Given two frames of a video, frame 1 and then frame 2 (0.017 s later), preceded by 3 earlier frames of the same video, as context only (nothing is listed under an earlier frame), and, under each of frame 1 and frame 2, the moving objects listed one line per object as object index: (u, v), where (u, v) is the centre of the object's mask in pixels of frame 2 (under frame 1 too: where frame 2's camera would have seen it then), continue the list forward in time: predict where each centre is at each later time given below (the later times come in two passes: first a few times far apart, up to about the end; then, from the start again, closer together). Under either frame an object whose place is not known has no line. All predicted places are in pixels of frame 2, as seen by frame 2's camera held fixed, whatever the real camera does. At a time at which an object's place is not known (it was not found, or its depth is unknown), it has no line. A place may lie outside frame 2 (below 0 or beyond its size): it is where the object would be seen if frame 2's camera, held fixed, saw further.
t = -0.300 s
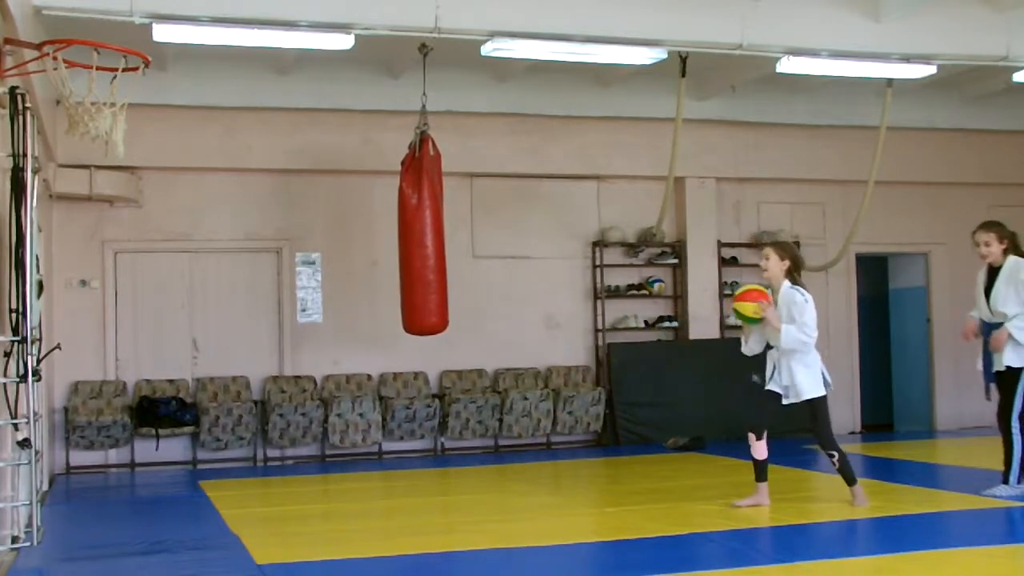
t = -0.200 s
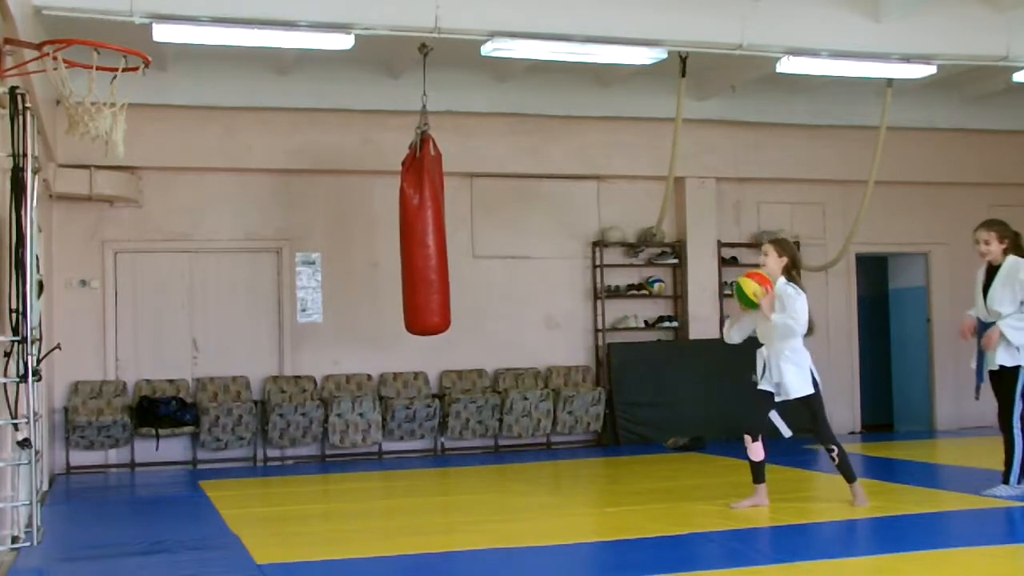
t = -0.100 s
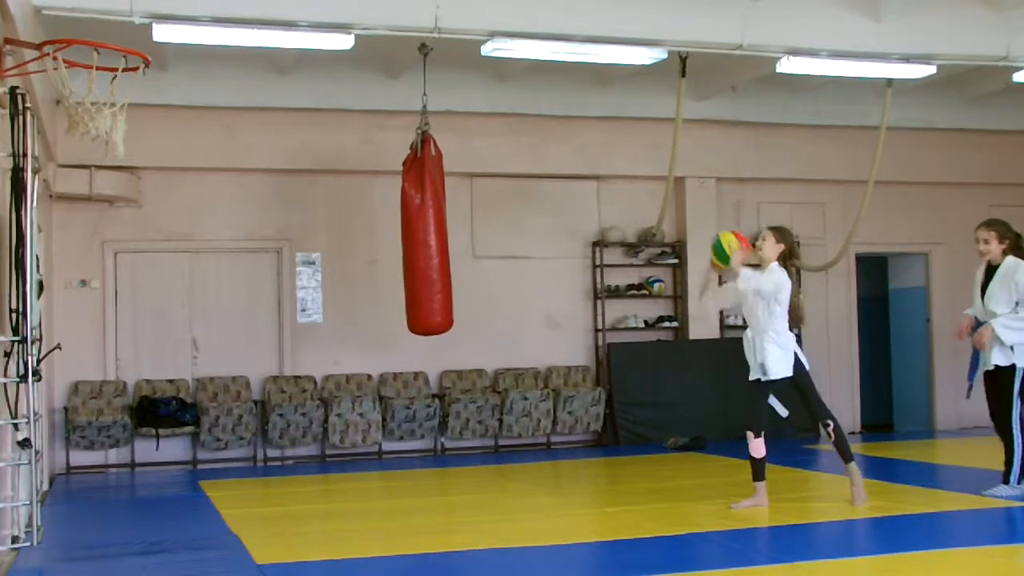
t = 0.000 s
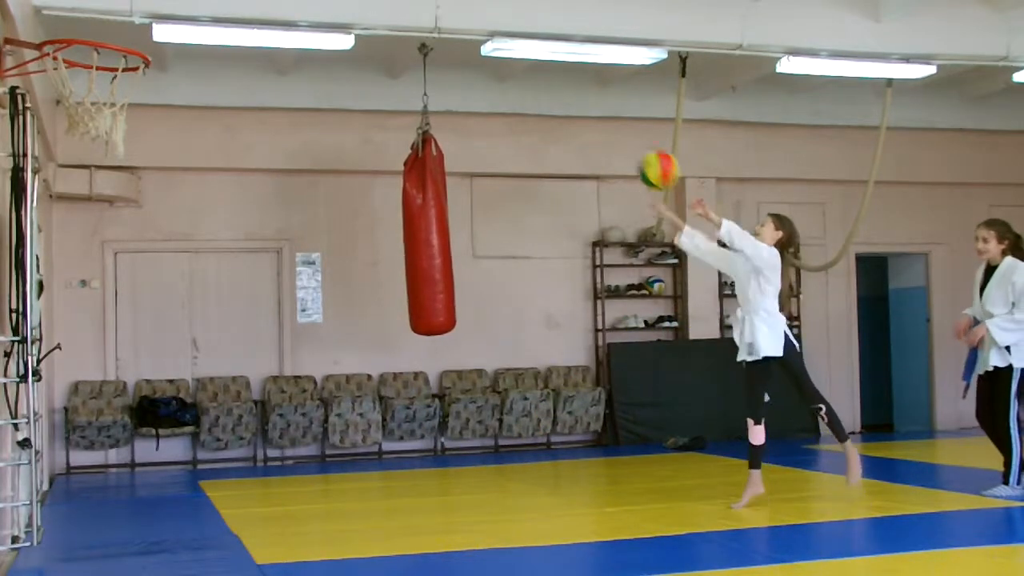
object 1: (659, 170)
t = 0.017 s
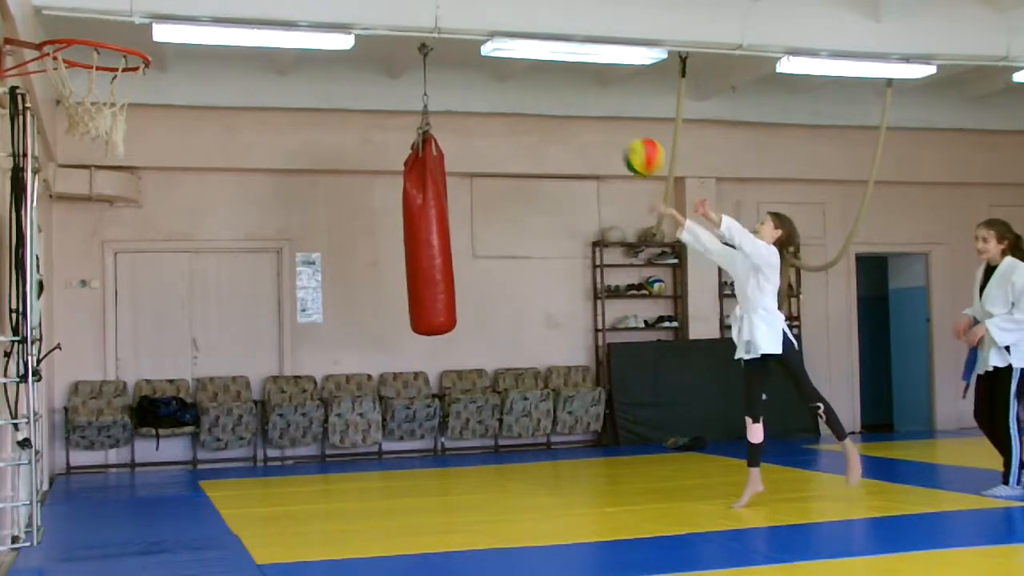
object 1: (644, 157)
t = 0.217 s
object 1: (474, 46)
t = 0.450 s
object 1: (273, 13)
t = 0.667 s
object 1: (76, 67)
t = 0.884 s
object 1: (61, 84)
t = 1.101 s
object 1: (107, 109)
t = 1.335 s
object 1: (116, 145)
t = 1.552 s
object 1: (111, 257)
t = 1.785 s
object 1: (111, 477)
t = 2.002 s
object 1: (105, 404)
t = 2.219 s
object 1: (98, 322)
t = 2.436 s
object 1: (93, 331)
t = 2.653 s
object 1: (88, 429)
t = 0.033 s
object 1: (630, 145)
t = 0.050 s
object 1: (617, 134)
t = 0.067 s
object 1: (602, 123)
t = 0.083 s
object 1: (588, 112)
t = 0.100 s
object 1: (574, 102)
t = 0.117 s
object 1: (559, 92)
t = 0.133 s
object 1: (545, 83)
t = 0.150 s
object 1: (531, 76)
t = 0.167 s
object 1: (517, 68)
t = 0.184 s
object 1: (503, 60)
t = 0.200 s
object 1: (488, 53)
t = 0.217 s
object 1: (474, 46)
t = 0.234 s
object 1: (461, 40)
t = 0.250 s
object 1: (445, 35)
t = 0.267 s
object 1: (430, 30)
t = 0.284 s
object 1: (417, 27)
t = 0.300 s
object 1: (402, 21)
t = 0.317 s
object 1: (388, 18)
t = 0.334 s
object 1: (374, 16)
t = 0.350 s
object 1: (360, 15)
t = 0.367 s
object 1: (346, 14)
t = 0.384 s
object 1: (332, 14)
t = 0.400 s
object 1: (317, 13)
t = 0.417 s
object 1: (302, 13)
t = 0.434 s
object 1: (287, 13)
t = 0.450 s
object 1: (273, 13)
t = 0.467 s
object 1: (257, 13)
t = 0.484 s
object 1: (243, 14)
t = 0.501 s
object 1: (228, 15)
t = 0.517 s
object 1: (213, 17)
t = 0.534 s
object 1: (198, 19)
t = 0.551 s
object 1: (182, 22)
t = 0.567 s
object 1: (167, 27)
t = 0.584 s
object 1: (152, 32)
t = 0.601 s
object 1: (139, 35)
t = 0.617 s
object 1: (124, 45)
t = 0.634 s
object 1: (107, 51)
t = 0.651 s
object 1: (92, 63)
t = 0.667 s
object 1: (76, 67)
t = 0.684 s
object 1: (64, 74)
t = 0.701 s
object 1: (58, 78)
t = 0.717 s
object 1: (55, 80)
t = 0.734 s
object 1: (55, 81)
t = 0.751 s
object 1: (54, 82)
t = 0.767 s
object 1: (54, 83)
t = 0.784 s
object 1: (55, 83)
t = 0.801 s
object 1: (55, 83)
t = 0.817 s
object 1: (56, 83)
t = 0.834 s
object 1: (56, 83)
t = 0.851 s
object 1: (58, 84)
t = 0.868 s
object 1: (61, 85)
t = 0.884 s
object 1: (61, 84)
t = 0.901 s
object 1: (64, 86)
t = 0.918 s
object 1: (66, 86)
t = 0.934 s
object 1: (68, 87)
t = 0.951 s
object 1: (72, 88)
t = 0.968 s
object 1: (76, 89)
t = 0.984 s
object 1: (79, 93)
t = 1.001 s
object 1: (82, 92)
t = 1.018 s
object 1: (84, 91)
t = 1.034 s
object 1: (90, 95)
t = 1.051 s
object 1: (94, 95)
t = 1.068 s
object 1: (99, 100)
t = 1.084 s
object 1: (104, 107)
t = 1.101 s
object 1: (107, 109)
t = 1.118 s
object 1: (110, 112)
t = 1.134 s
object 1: (113, 114)
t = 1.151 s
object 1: (114, 115)
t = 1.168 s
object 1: (115, 118)
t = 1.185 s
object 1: (117, 120)
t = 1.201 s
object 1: (119, 121)
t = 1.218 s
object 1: (119, 122)
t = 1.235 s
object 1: (118, 124)
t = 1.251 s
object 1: (118, 126)
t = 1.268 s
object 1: (117, 130)
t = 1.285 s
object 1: (117, 133)
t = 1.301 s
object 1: (116, 136)
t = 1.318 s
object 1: (116, 140)
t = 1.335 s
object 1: (116, 145)
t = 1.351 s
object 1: (115, 151)
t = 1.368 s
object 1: (115, 157)
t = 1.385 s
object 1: (115, 163)
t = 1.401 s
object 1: (115, 170)
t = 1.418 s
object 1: (114, 178)
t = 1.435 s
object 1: (113, 185)
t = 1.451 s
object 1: (114, 194)
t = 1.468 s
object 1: (113, 202)
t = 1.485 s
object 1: (112, 213)
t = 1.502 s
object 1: (112, 223)
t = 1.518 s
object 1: (112, 233)
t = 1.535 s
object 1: (112, 244)
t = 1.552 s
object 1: (111, 257)
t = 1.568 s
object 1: (111, 269)
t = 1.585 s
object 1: (111, 282)
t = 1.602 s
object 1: (111, 296)
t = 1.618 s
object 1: (111, 310)
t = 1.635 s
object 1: (111, 324)
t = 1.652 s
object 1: (110, 340)
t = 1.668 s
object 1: (110, 355)
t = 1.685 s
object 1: (110, 369)
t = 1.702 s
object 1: (110, 387)
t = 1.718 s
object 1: (110, 403)
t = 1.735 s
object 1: (110, 421)
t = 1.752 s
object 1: (110, 438)
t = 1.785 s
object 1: (111, 477)
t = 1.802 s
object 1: (111, 496)
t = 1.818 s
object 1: (112, 515)
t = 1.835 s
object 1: (111, 529)
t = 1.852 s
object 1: (111, 515)
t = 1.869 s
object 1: (110, 500)
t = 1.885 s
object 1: (109, 487)
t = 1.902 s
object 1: (109, 474)
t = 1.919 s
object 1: (109, 460)
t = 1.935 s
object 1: (108, 448)
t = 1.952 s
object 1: (107, 436)
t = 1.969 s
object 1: (107, 425)
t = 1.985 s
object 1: (105, 414)
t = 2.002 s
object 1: (105, 404)
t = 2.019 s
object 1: (104, 394)
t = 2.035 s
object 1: (105, 386)
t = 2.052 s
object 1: (104, 378)
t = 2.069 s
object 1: (103, 369)
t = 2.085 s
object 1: (103, 362)
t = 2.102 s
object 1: (102, 355)
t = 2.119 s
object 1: (102, 349)
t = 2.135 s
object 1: (101, 344)
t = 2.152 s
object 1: (100, 338)
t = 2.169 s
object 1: (100, 333)
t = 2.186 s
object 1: (99, 330)
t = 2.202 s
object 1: (99, 326)
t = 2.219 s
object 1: (98, 322)
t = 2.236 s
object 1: (97, 320)
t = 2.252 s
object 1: (97, 318)
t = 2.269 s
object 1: (96, 316)
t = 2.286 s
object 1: (97, 316)
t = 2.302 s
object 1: (96, 315)
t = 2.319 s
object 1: (96, 315)
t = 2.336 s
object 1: (96, 316)
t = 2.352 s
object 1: (95, 317)
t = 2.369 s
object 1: (94, 319)
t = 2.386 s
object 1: (94, 321)
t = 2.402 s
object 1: (94, 323)
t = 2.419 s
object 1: (94, 326)
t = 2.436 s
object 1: (93, 331)
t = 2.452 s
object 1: (92, 335)
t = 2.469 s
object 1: (92, 340)
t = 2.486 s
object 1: (92, 346)
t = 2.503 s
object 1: (92, 352)
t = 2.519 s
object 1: (91, 358)
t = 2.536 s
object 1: (91, 365)
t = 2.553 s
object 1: (91, 373)
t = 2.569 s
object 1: (90, 380)
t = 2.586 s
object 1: (90, 389)
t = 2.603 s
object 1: (90, 398)
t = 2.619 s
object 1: (89, 408)
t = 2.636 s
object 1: (89, 418)
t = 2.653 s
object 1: (88, 429)
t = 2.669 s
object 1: (89, 440)
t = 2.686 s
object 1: (87, 452)
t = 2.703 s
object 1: (88, 465)
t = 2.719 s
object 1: (87, 478)
